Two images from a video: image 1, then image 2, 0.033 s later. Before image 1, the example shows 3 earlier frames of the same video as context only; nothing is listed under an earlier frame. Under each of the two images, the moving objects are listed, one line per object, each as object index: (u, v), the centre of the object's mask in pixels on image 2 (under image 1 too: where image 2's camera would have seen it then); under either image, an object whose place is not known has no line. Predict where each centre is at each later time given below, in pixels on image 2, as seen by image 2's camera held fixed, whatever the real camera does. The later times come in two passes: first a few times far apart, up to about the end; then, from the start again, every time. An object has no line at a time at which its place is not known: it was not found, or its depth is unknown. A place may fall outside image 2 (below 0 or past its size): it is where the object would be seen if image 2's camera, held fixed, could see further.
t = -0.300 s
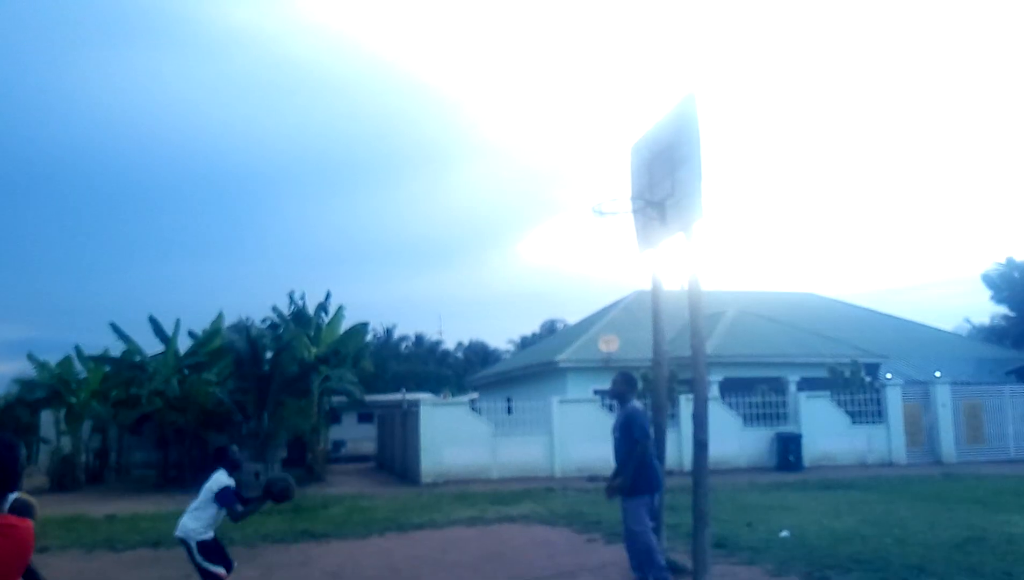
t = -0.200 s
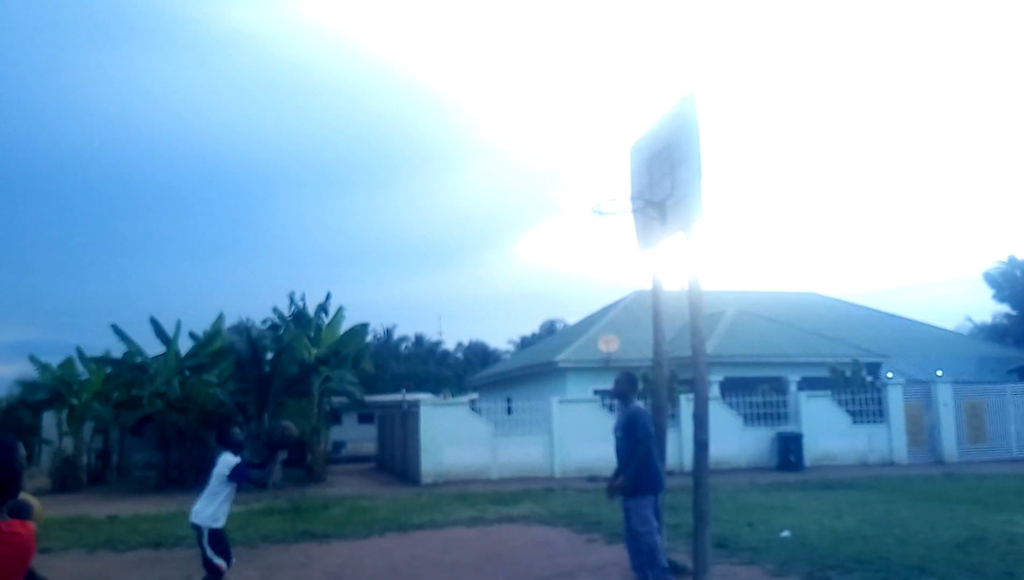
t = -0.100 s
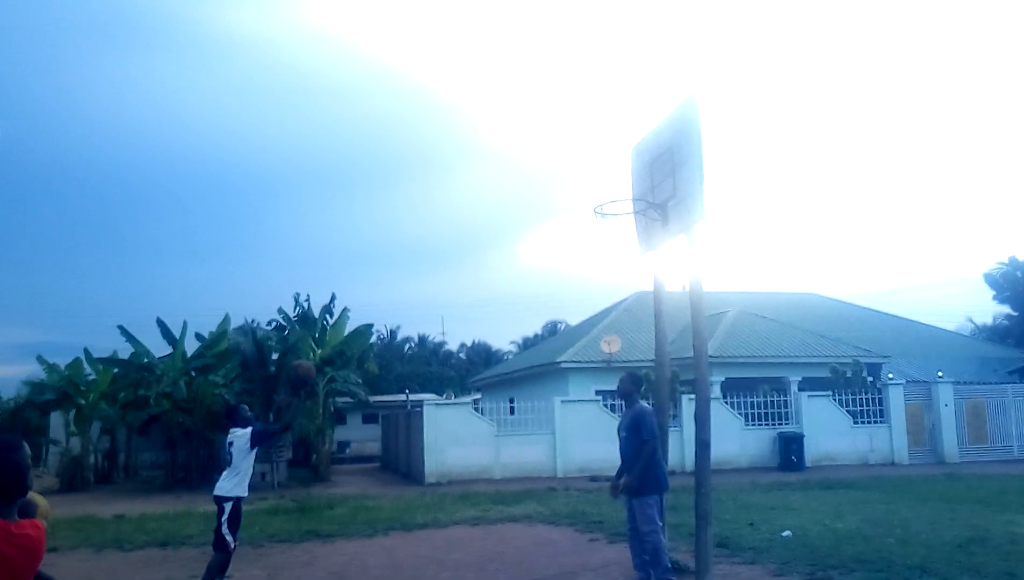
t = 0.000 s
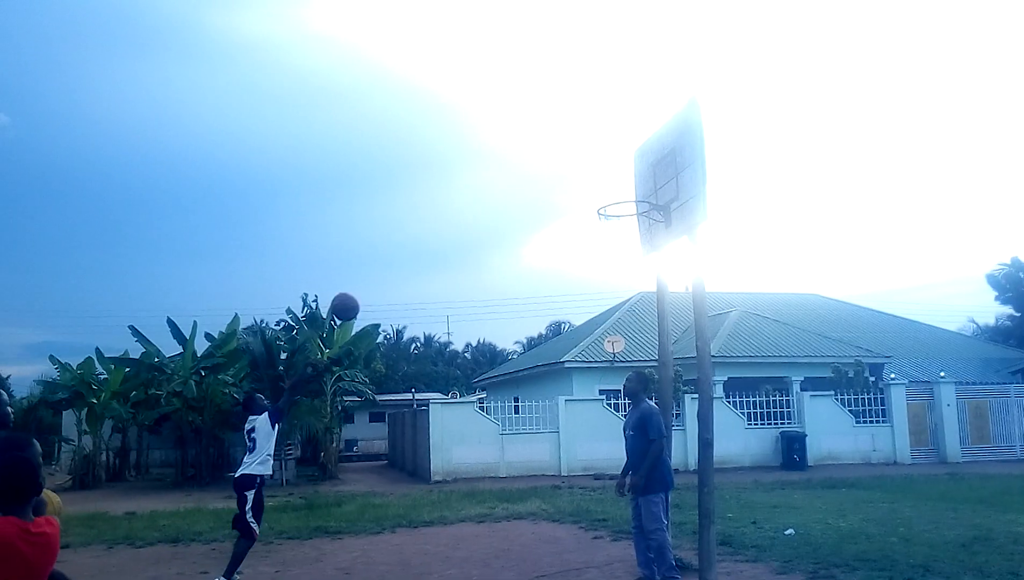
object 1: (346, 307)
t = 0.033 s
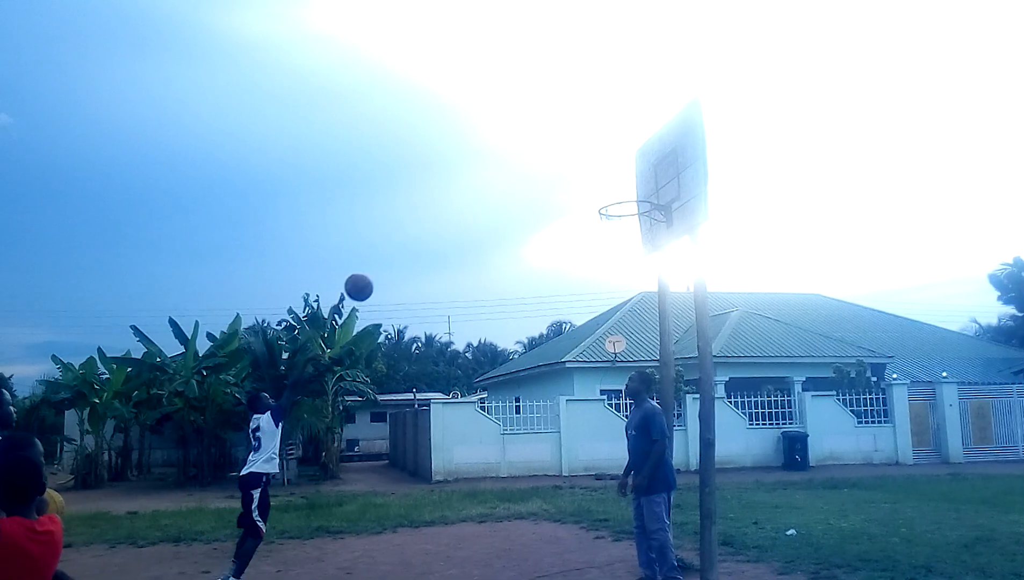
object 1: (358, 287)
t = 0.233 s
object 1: (428, 199)
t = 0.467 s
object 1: (510, 154)
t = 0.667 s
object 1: (583, 161)
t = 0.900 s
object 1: (628, 210)
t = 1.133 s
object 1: (632, 228)
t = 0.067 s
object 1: (370, 270)
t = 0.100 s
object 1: (382, 253)
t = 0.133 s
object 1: (394, 238)
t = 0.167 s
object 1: (405, 224)
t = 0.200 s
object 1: (417, 211)
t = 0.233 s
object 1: (428, 199)
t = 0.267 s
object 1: (439, 189)
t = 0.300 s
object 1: (450, 180)
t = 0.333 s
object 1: (462, 172)
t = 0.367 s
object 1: (474, 166)
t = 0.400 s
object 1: (486, 161)
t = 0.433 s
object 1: (498, 157)
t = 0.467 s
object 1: (510, 154)
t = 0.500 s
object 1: (522, 152)
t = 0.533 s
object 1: (534, 152)
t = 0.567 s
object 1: (547, 152)
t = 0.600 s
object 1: (558, 154)
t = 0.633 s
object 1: (571, 156)
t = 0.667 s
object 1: (583, 161)
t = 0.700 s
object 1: (595, 166)
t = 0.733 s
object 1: (607, 173)
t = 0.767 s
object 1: (618, 182)
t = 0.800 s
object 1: (633, 190)
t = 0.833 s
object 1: (645, 200)
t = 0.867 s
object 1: (638, 205)
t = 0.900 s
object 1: (628, 210)
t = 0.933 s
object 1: (620, 214)
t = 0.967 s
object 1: (621, 215)
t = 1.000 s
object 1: (623, 216)
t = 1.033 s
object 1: (625, 218)
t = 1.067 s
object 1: (627, 222)
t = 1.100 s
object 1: (629, 226)
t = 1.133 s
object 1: (632, 228)
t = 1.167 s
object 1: (634, 230)
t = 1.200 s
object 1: (636, 233)
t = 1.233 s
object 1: (637, 239)
